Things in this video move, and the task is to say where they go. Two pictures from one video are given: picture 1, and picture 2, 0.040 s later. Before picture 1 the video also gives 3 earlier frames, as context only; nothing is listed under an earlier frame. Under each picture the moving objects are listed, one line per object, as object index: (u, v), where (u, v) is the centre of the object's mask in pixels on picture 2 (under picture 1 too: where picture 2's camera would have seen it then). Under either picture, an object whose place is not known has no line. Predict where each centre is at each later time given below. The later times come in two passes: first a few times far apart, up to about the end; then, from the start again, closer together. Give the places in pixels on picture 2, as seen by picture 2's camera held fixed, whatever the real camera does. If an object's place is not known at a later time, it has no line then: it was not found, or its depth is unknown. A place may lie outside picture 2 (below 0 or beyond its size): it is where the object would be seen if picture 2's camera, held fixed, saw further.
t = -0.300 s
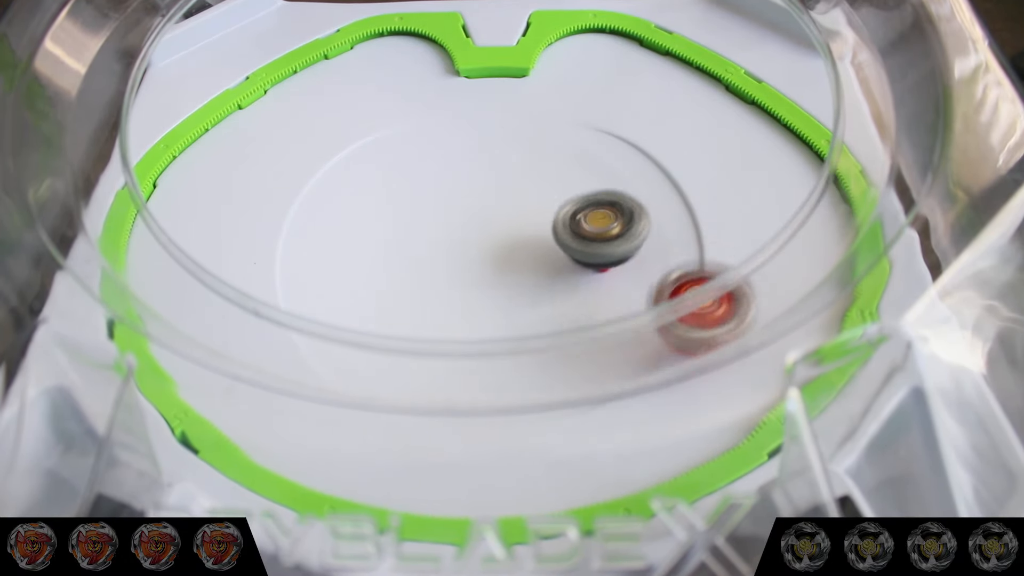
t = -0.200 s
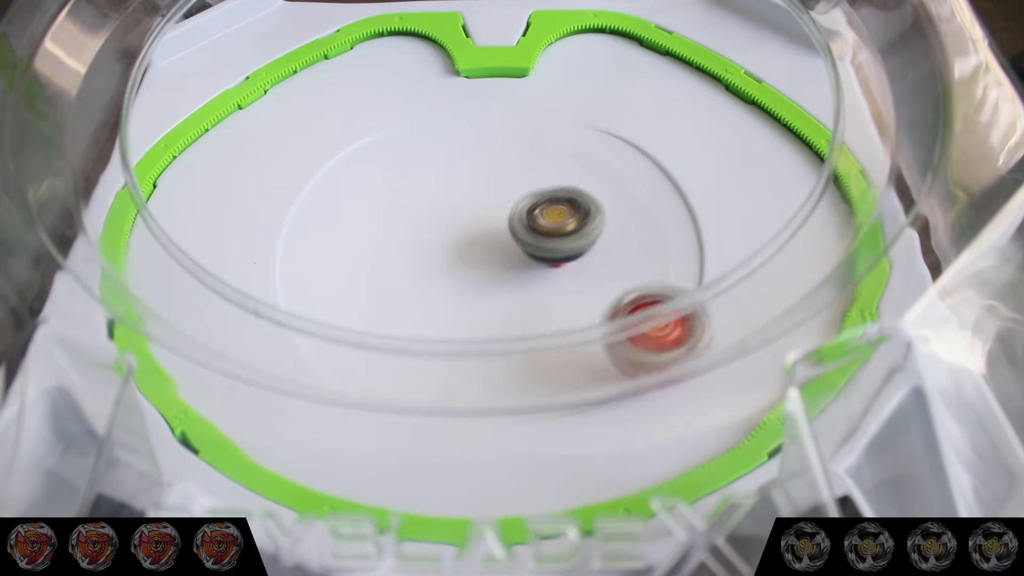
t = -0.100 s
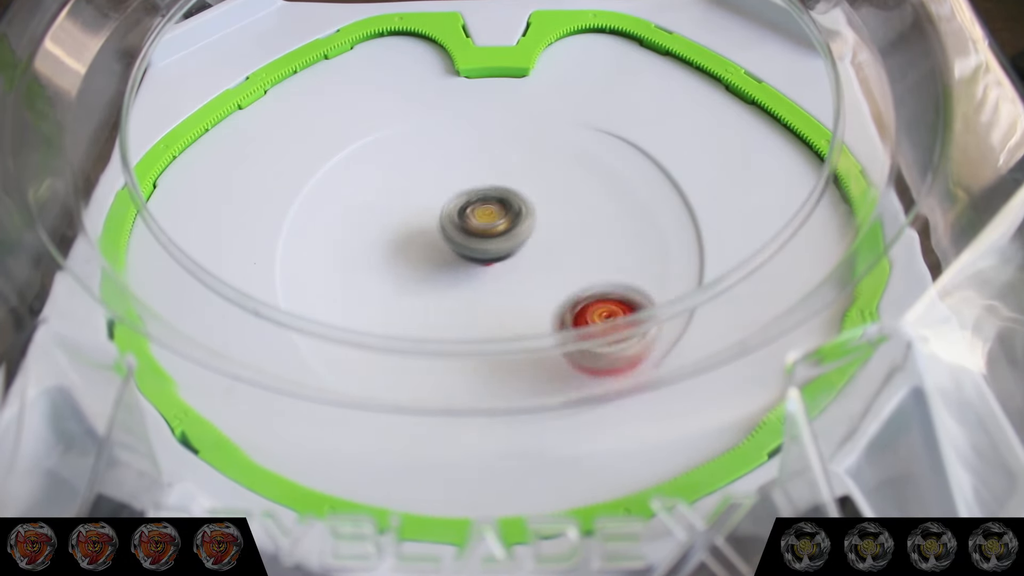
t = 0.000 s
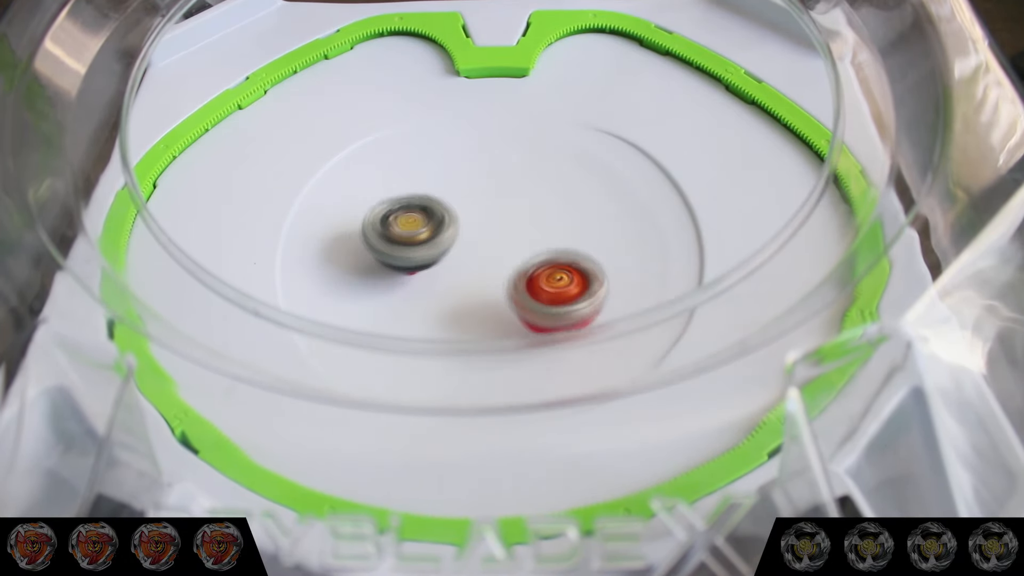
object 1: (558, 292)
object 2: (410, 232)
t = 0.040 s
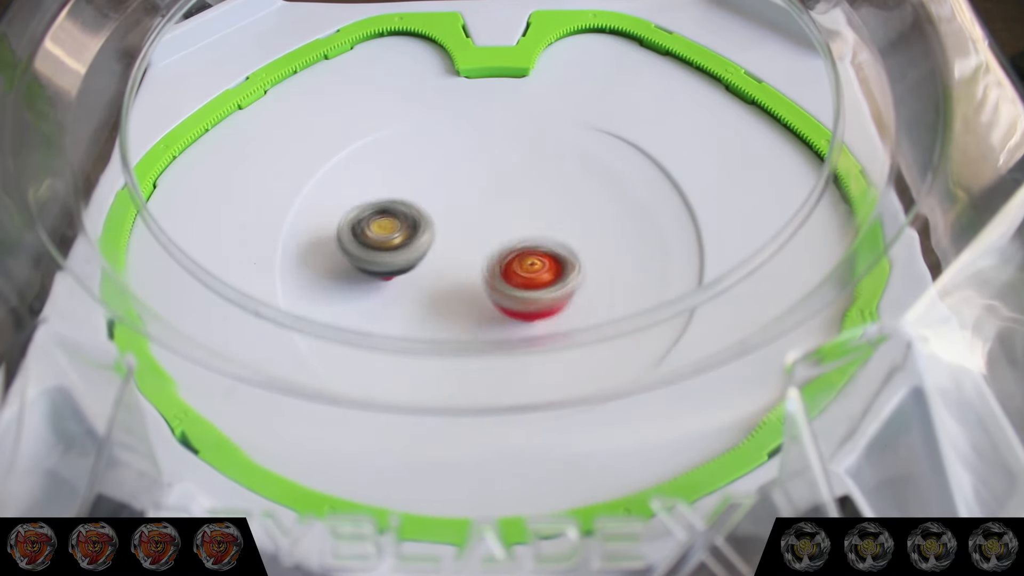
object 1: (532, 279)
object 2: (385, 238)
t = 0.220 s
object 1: (462, 223)
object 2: (288, 262)
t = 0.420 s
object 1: (471, 165)
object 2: (195, 248)
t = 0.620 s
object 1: (403, 139)
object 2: (178, 195)
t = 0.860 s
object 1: (407, 178)
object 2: (277, 110)
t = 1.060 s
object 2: (351, 50)
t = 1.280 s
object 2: (462, 112)
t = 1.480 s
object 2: (452, 134)
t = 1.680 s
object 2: (274, 184)
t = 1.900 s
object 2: (231, 200)
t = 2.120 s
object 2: (246, 177)
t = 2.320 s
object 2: (307, 147)
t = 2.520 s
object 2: (414, 166)
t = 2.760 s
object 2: (457, 123)
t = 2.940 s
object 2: (451, 144)
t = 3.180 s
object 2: (466, 212)
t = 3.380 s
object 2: (573, 154)
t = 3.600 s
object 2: (576, 146)
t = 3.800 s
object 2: (526, 189)
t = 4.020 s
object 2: (439, 235)
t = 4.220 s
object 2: (387, 249)
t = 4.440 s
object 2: (411, 226)
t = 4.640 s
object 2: (474, 186)
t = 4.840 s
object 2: (540, 151)
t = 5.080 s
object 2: (557, 150)
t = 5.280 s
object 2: (466, 193)
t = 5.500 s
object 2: (316, 204)
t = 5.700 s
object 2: (376, 198)
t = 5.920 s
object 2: (547, 184)
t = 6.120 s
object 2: (643, 201)
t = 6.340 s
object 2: (583, 275)
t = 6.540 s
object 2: (468, 297)
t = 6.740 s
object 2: (396, 297)
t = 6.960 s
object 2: (385, 279)
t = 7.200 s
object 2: (384, 280)
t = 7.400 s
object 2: (384, 280)
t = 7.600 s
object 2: (384, 280)
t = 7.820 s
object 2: (384, 280)
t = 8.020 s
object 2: (384, 280)
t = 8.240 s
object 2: (384, 280)
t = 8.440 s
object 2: (384, 280)
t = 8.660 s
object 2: (384, 280)
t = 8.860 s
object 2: (384, 280)
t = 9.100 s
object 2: (384, 280)
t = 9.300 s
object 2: (384, 280)
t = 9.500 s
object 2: (373, 281)
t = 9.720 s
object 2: (381, 281)
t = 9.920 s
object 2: (381, 281)
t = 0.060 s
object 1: (519, 272)
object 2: (375, 241)
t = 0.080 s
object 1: (505, 266)
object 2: (366, 244)
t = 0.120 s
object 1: (479, 255)
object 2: (352, 250)
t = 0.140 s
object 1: (466, 250)
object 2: (348, 252)
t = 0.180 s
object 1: (444, 240)
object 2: (339, 256)
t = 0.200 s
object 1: (453, 232)
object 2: (312, 259)
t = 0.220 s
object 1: (462, 223)
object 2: (288, 262)
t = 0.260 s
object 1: (474, 209)
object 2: (269, 263)
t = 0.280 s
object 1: (479, 202)
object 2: (263, 263)
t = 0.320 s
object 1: (482, 190)
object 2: (249, 260)
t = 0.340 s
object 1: (483, 184)
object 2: (242, 258)
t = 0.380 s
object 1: (479, 174)
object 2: (217, 257)
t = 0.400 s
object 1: (476, 169)
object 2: (206, 253)
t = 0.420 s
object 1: (471, 165)
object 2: (195, 248)
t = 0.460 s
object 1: (460, 156)
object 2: (173, 235)
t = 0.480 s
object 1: (454, 153)
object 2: (162, 228)
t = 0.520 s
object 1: (439, 147)
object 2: (141, 212)
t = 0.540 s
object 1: (432, 145)
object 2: (132, 205)
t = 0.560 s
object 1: (424, 143)
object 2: (135, 202)
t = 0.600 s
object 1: (409, 139)
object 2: (166, 200)
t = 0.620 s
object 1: (403, 139)
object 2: (178, 195)
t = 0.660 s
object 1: (391, 141)
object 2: (203, 188)
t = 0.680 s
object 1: (387, 143)
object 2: (214, 184)
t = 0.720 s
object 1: (382, 150)
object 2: (233, 173)
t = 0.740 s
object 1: (382, 153)
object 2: (240, 165)
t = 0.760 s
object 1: (383, 158)
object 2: (247, 159)
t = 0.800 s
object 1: (388, 167)
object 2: (260, 142)
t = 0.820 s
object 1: (393, 171)
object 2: (265, 132)
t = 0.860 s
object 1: (407, 178)
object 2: (277, 110)
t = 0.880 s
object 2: (283, 100)
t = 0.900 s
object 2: (290, 88)
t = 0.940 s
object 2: (304, 66)
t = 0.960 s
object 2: (312, 55)
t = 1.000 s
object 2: (326, 36)
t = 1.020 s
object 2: (332, 30)
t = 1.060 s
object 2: (351, 50)
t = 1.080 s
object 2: (360, 55)
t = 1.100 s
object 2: (370, 64)
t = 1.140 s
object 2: (391, 78)
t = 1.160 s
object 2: (403, 87)
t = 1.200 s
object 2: (428, 98)
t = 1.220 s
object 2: (441, 105)
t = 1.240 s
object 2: (455, 110)
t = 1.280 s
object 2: (462, 112)
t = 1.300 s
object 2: (463, 115)
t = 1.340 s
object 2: (471, 119)
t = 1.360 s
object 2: (477, 120)
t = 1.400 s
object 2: (494, 126)
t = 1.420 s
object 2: (504, 128)
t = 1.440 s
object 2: (516, 131)
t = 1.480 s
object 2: (452, 134)
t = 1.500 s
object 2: (419, 136)
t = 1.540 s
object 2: (360, 140)
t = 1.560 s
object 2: (335, 143)
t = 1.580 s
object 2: (313, 147)
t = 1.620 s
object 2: (289, 164)
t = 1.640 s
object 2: (284, 168)
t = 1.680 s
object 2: (274, 184)
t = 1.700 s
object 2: (270, 191)
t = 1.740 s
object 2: (260, 199)
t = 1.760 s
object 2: (256, 202)
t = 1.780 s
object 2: (250, 204)
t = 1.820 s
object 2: (241, 204)
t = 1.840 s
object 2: (237, 203)
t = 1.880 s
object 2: (232, 202)
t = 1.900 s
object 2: (231, 200)
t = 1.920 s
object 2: (229, 198)
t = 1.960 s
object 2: (230, 195)
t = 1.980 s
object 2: (230, 193)
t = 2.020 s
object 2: (232, 189)
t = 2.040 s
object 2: (233, 186)
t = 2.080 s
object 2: (238, 182)
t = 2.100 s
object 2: (242, 180)
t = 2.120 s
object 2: (246, 177)
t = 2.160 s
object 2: (254, 171)
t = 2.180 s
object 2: (259, 168)
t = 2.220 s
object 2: (271, 162)
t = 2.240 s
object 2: (277, 158)
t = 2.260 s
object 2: (284, 155)
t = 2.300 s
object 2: (299, 149)
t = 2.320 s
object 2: (307, 147)
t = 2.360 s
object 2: (323, 146)
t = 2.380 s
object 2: (332, 149)
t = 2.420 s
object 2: (352, 154)
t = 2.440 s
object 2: (364, 157)
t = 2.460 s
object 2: (375, 159)
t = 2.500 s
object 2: (401, 164)
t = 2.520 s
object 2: (414, 166)
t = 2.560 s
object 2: (440, 171)
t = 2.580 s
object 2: (453, 173)
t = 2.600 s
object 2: (464, 175)
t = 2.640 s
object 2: (476, 169)
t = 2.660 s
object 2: (472, 158)
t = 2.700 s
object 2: (463, 139)
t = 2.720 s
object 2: (461, 132)
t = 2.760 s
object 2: (457, 123)
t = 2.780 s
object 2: (457, 121)
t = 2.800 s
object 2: (456, 122)
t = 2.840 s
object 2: (455, 125)
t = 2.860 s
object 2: (454, 128)
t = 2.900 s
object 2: (452, 135)
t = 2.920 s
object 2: (452, 139)
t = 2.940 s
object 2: (451, 144)
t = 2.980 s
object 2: (452, 154)
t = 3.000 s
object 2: (453, 160)
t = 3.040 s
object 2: (455, 172)
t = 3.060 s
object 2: (457, 178)
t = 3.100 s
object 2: (459, 189)
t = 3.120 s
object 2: (461, 194)
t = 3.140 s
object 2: (462, 201)
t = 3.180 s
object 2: (466, 212)
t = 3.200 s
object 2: (479, 206)
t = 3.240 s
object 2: (513, 187)
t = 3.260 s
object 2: (527, 180)
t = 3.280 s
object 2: (538, 174)
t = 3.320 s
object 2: (555, 165)
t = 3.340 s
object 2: (562, 162)
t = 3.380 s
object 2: (573, 154)
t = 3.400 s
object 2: (578, 151)
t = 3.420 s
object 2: (582, 148)
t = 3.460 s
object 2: (586, 143)
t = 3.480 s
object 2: (587, 142)
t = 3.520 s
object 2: (586, 143)
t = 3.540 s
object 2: (584, 143)
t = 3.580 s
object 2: (578, 145)
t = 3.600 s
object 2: (576, 146)
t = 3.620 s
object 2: (573, 148)
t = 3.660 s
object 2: (566, 156)
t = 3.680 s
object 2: (561, 159)
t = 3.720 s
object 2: (550, 169)
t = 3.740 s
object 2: (544, 174)
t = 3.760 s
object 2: (537, 179)
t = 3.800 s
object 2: (526, 189)
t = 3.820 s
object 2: (518, 194)
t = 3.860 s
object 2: (504, 204)
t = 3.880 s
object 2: (496, 209)
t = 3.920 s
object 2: (479, 217)
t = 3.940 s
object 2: (471, 222)
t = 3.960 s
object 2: (463, 226)
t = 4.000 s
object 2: (446, 232)
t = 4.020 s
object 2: (439, 235)
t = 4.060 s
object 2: (424, 241)
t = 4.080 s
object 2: (416, 243)
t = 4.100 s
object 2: (410, 245)
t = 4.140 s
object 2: (399, 248)
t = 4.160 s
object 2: (395, 249)
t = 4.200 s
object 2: (389, 249)
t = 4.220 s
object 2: (387, 249)
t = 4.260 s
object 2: (386, 247)
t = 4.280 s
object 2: (387, 247)
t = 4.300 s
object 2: (388, 245)
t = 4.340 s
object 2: (391, 241)
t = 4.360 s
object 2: (394, 239)
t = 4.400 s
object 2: (401, 234)
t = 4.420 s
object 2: (406, 231)
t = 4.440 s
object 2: (411, 226)
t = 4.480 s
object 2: (423, 220)
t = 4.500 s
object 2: (428, 216)
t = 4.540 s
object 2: (441, 208)
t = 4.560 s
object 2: (447, 203)
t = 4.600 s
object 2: (461, 194)
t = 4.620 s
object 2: (468, 190)
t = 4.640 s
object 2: (474, 186)
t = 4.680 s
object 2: (488, 177)
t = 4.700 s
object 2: (496, 174)
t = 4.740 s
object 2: (510, 167)
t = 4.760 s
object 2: (517, 163)
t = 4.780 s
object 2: (524, 160)
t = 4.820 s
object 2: (535, 154)
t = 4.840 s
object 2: (540, 151)
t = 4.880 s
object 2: (548, 147)
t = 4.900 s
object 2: (551, 145)
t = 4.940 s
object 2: (556, 142)
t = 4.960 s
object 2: (558, 143)
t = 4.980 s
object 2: (558, 144)
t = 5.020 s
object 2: (559, 145)
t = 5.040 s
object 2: (558, 146)
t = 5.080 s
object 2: (557, 150)
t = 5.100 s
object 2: (555, 151)
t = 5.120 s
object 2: (552, 153)
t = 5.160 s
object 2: (546, 160)
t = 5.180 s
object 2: (542, 163)
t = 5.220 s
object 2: (534, 171)
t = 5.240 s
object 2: (522, 176)
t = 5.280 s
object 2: (466, 193)
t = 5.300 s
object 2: (441, 198)
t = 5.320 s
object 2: (416, 205)
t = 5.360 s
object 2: (373, 211)
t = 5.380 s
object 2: (357, 212)
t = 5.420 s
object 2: (332, 213)
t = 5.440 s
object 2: (323, 212)
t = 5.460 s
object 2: (318, 210)
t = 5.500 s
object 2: (316, 204)
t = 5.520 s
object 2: (317, 201)
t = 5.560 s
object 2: (327, 198)
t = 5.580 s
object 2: (332, 198)
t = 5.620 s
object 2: (343, 199)
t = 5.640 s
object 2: (349, 198)
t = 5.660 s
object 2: (357, 199)
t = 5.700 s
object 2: (376, 198)
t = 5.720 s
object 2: (386, 197)
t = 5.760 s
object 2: (413, 186)
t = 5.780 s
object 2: (431, 184)
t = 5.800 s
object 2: (447, 190)
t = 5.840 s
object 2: (481, 186)
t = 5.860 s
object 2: (498, 187)
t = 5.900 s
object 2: (531, 186)
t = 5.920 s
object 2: (547, 184)
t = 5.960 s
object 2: (577, 181)
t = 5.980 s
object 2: (590, 183)
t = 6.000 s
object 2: (602, 183)
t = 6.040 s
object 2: (622, 188)
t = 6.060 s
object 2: (630, 189)
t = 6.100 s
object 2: (640, 197)
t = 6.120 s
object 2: (643, 201)
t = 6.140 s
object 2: (645, 206)
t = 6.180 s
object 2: (643, 218)
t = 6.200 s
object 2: (642, 227)
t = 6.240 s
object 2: (631, 244)
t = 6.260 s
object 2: (623, 252)
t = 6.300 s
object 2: (604, 263)
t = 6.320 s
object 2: (594, 270)
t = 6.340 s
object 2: (583, 275)
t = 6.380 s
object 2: (560, 280)
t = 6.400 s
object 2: (548, 284)
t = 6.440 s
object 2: (526, 289)
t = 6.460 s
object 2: (514, 289)
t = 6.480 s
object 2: (502, 291)
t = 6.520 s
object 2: (480, 296)
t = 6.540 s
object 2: (468, 297)
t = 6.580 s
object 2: (449, 300)
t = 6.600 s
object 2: (440, 301)
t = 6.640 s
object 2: (423, 298)
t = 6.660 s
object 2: (417, 298)
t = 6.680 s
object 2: (411, 297)
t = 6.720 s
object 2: (401, 297)
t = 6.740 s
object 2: (396, 297)
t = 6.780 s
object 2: (388, 295)
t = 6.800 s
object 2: (384, 292)
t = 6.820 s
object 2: (382, 290)
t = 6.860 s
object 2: (382, 287)
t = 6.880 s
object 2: (383, 285)
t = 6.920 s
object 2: (384, 282)
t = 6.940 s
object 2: (385, 280)
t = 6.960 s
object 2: (385, 279)
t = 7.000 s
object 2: (385, 277)
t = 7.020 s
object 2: (385, 278)
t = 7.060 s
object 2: (384, 279)
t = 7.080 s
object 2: (384, 280)
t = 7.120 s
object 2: (384, 281)
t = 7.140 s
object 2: (384, 281)
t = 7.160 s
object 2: (383, 280)
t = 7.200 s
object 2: (384, 280)
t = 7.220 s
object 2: (384, 280)
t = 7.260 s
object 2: (384, 280)
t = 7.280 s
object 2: (384, 280)
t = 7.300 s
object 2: (384, 280)
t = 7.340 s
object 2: (384, 280)
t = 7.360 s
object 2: (384, 280)
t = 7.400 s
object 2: (384, 280)
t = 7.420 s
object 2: (384, 280)
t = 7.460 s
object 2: (384, 280)
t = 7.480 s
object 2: (384, 280)
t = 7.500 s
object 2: (384, 280)
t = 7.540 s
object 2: (384, 280)
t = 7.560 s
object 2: (384, 280)
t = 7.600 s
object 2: (384, 280)
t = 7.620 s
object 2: (384, 280)
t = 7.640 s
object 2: (384, 280)
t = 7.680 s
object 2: (384, 280)
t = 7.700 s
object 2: (384, 280)
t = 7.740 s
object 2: (384, 280)
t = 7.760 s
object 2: (384, 280)
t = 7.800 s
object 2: (384, 280)
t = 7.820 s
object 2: (384, 280)
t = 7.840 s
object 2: (384, 280)
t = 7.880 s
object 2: (384, 280)
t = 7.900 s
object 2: (384, 280)
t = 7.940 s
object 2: (384, 280)
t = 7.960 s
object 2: (384, 280)
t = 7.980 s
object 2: (384, 280)
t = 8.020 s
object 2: (384, 280)
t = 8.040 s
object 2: (384, 280)
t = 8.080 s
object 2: (384, 280)
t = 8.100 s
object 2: (384, 280)
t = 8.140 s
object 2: (384, 280)
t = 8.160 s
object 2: (384, 280)
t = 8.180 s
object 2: (384, 280)
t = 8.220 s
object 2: (384, 280)
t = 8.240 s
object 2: (384, 280)
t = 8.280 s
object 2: (384, 280)
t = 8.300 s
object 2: (384, 280)
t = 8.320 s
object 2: (384, 280)
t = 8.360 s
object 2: (384, 280)
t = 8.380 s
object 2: (384, 280)
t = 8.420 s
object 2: (384, 280)
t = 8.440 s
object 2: (384, 280)
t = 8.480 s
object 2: (384, 280)
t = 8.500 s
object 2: (384, 280)
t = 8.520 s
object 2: (384, 280)
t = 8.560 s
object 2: (384, 280)
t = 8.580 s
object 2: (384, 280)
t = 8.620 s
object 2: (384, 280)
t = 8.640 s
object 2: (384, 280)
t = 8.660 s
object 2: (384, 280)
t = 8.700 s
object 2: (384, 280)
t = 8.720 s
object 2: (384, 280)
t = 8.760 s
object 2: (384, 280)
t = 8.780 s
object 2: (384, 280)
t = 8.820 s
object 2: (384, 280)
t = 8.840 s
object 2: (384, 280)
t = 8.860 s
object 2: (384, 280)
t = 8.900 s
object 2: (384, 280)
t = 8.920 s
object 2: (384, 280)
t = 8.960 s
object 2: (384, 280)
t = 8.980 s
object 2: (384, 280)
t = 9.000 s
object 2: (384, 280)
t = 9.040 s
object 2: (384, 280)
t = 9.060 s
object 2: (384, 280)
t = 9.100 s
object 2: (384, 280)
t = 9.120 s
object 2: (384, 280)
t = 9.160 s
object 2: (384, 280)
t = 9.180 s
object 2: (384, 280)
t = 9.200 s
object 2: (384, 280)
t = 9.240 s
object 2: (384, 280)
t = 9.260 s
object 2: (384, 280)
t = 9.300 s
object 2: (384, 280)
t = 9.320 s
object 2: (384, 280)
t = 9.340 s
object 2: (384, 280)
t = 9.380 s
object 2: (384, 280)
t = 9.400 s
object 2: (384, 280)
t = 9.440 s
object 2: (384, 280)
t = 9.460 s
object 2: (382, 280)
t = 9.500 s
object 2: (373, 281)
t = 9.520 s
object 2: (373, 281)
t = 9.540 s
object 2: (373, 281)
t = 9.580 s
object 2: (375, 282)
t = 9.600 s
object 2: (376, 281)
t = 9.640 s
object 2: (380, 280)
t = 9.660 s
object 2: (381, 280)
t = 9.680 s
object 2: (381, 280)
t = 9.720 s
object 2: (381, 281)
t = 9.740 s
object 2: (381, 281)
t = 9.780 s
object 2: (381, 281)
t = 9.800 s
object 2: (381, 281)
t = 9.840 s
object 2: (381, 281)
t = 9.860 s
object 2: (381, 281)
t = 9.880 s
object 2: (381, 281)
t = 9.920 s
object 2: (381, 281)
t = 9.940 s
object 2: (381, 281)
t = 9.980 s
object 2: (381, 281)
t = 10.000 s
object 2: (381, 281)
